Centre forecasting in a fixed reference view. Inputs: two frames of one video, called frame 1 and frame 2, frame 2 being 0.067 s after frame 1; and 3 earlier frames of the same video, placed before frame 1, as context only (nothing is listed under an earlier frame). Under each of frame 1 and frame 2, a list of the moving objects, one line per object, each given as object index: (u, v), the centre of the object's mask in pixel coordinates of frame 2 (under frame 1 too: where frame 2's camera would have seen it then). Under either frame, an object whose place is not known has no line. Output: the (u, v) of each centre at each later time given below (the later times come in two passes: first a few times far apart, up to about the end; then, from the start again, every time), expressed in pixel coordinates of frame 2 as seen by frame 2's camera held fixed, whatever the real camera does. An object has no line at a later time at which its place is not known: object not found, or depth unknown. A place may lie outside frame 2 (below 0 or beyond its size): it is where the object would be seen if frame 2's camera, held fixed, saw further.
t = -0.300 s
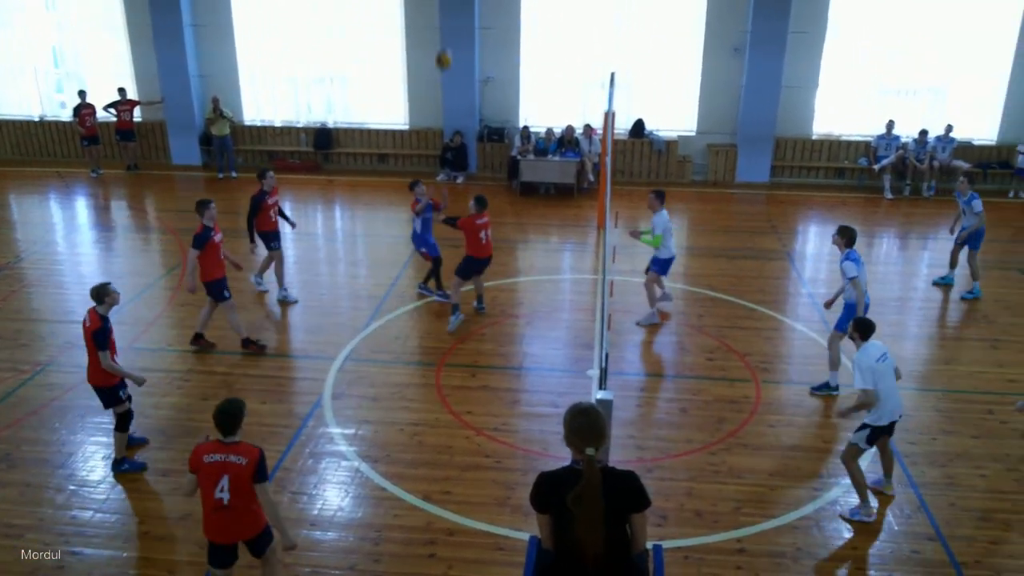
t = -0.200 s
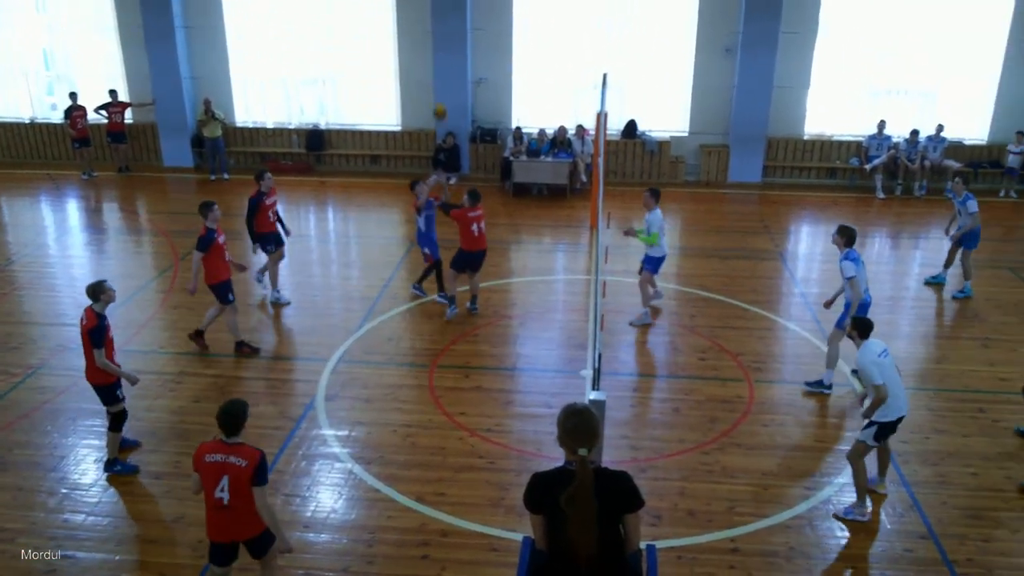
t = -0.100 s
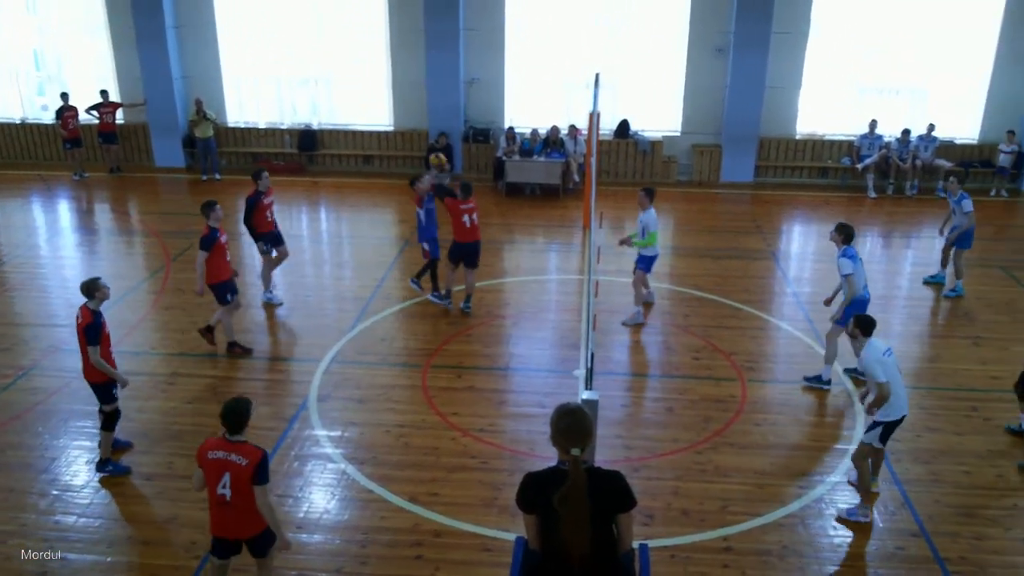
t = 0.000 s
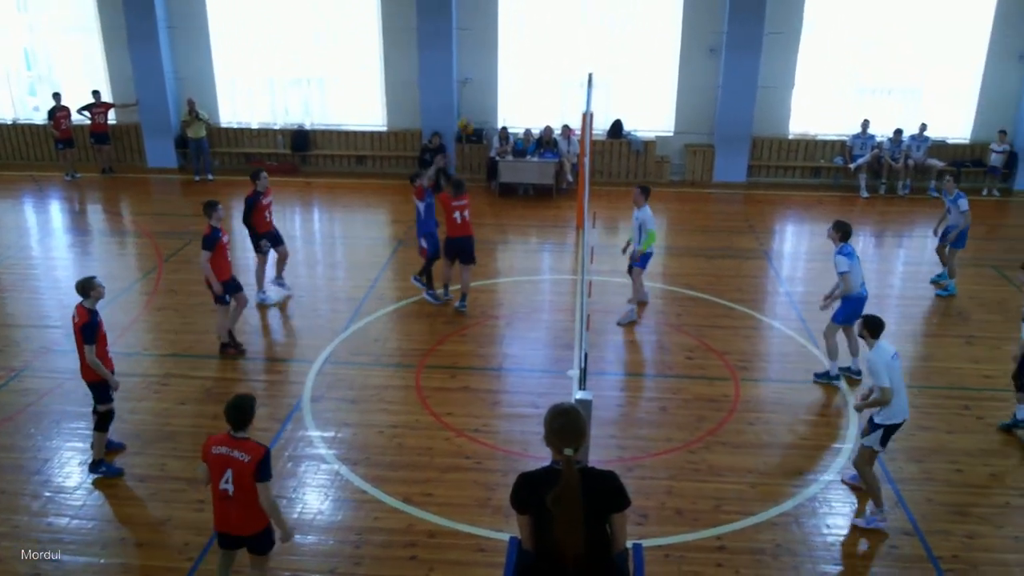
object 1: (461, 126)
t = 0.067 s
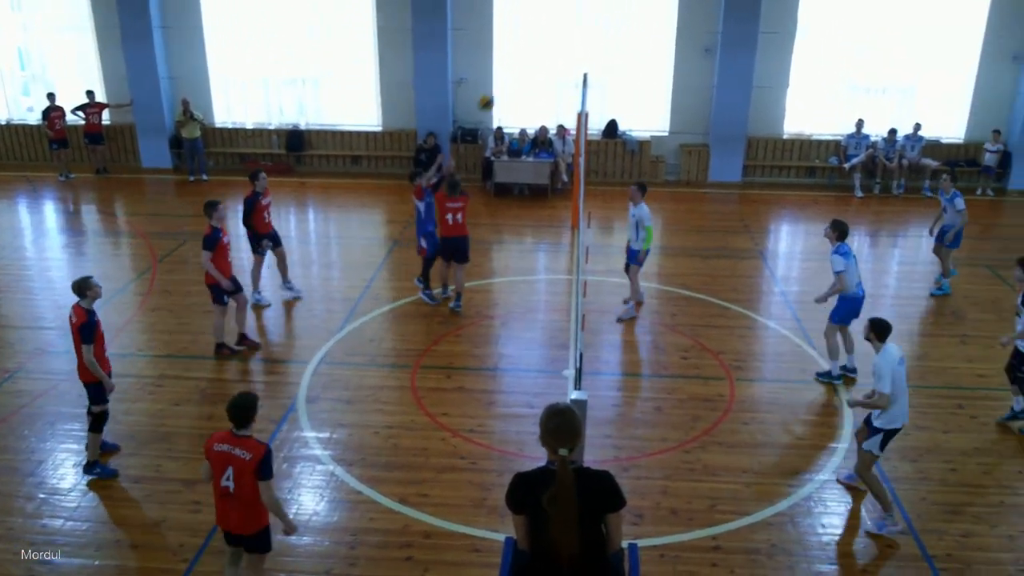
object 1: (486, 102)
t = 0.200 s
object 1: (539, 63)
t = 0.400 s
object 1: (623, 35)
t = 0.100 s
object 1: (500, 91)
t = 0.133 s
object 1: (512, 81)
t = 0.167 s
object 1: (526, 71)
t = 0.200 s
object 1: (539, 63)
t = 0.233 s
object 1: (554, 56)
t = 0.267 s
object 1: (567, 50)
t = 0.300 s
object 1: (581, 44)
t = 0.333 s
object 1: (595, 40)
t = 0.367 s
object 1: (609, 37)
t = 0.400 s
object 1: (623, 35)
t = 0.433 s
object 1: (638, 33)
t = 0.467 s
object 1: (652, 33)
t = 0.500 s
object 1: (665, 34)
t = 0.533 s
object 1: (678, 36)
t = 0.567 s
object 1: (692, 39)
